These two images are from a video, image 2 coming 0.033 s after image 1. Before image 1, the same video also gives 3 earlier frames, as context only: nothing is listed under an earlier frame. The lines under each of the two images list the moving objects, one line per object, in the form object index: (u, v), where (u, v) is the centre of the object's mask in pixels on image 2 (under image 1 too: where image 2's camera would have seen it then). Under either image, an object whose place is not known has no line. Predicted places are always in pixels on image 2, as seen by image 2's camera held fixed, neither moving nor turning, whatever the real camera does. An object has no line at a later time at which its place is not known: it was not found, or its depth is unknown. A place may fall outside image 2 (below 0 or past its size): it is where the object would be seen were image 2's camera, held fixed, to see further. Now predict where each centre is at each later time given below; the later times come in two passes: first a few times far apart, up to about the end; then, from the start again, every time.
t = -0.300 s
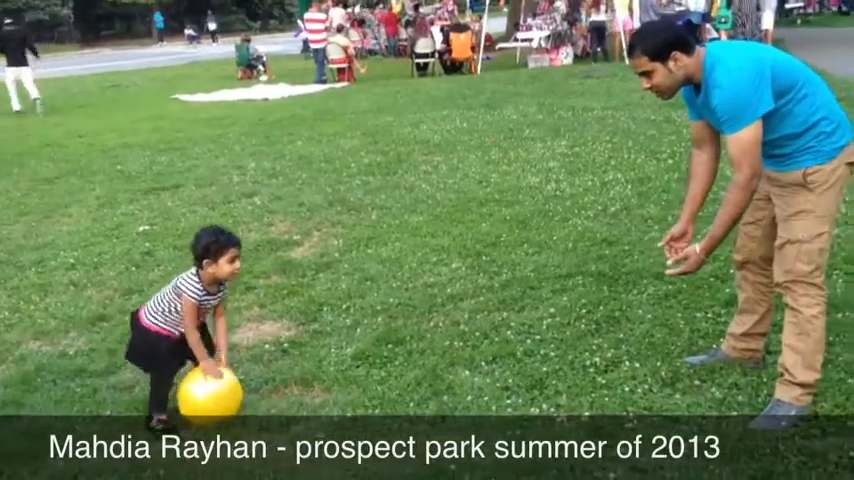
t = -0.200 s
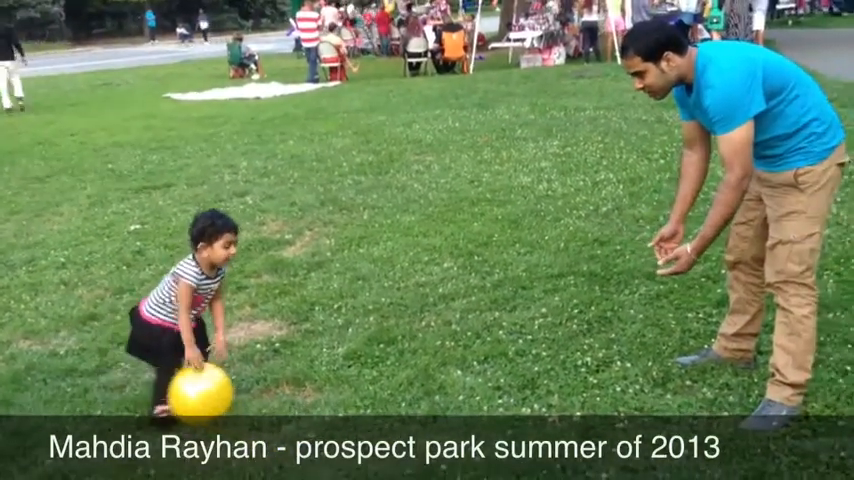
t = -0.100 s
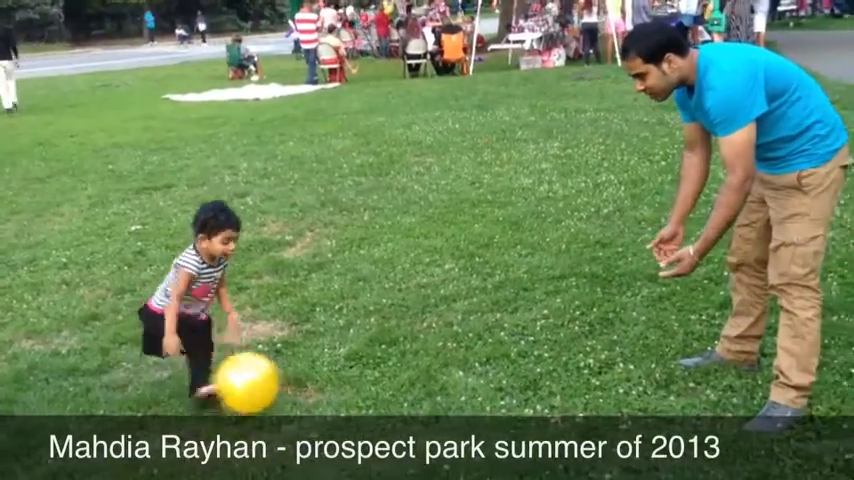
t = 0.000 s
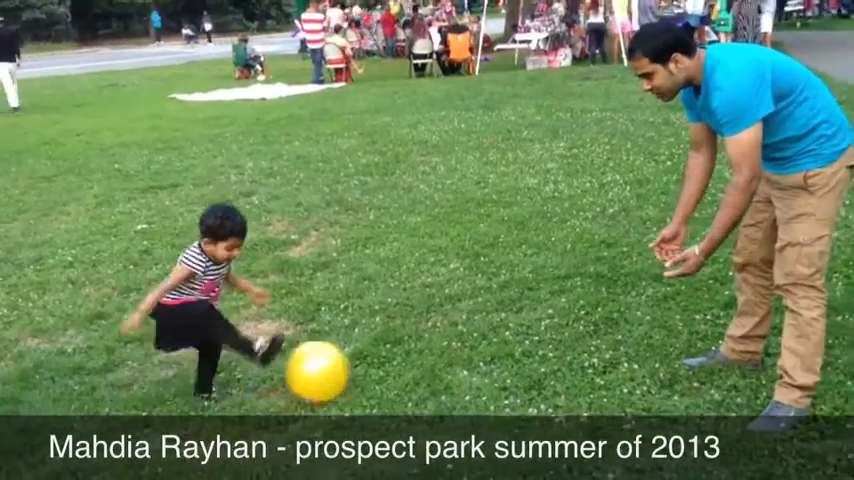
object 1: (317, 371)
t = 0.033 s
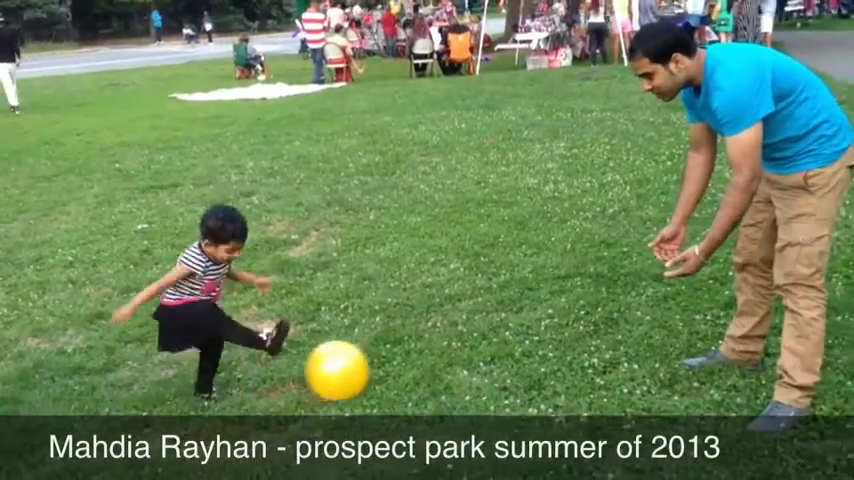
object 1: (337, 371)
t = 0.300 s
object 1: (456, 351)
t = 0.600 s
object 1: (551, 341)
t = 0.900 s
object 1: (618, 329)
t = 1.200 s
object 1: (659, 326)
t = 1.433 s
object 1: (674, 326)
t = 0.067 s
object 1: (355, 370)
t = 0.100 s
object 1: (372, 369)
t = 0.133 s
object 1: (387, 365)
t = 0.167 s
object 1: (401, 360)
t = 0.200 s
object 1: (415, 355)
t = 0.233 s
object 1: (429, 352)
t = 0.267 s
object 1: (443, 351)
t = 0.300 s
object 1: (456, 351)
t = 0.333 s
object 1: (469, 352)
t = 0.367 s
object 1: (481, 351)
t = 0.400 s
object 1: (492, 347)
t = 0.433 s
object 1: (503, 344)
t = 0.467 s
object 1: (512, 342)
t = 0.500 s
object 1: (522, 341)
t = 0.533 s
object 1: (532, 341)
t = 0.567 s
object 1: (542, 342)
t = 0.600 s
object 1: (551, 341)
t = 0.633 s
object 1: (560, 339)
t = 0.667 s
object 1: (568, 337)
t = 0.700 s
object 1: (577, 334)
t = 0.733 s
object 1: (585, 333)
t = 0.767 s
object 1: (592, 332)
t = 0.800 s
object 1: (599, 330)
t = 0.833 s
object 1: (606, 330)
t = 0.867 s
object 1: (612, 329)
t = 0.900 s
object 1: (618, 329)
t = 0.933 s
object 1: (624, 329)
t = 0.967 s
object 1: (630, 329)
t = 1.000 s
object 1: (635, 330)
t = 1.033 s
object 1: (640, 329)
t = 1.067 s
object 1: (644, 328)
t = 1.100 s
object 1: (649, 327)
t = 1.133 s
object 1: (653, 327)
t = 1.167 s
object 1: (656, 327)
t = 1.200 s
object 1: (659, 326)
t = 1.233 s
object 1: (662, 326)
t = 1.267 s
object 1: (665, 326)
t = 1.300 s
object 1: (668, 326)
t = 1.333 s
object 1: (670, 325)
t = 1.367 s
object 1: (671, 325)
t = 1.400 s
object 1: (673, 326)
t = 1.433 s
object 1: (674, 326)
